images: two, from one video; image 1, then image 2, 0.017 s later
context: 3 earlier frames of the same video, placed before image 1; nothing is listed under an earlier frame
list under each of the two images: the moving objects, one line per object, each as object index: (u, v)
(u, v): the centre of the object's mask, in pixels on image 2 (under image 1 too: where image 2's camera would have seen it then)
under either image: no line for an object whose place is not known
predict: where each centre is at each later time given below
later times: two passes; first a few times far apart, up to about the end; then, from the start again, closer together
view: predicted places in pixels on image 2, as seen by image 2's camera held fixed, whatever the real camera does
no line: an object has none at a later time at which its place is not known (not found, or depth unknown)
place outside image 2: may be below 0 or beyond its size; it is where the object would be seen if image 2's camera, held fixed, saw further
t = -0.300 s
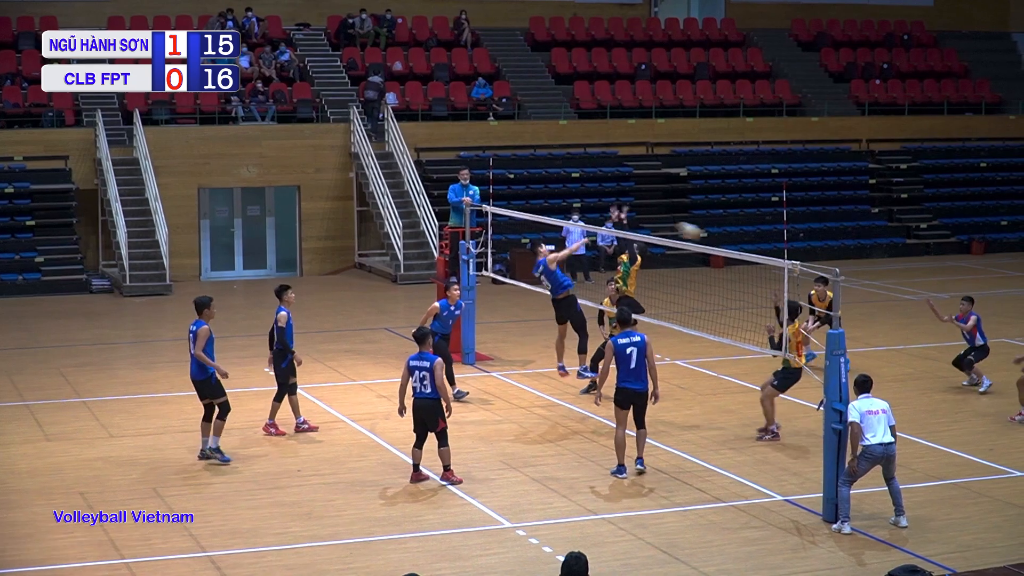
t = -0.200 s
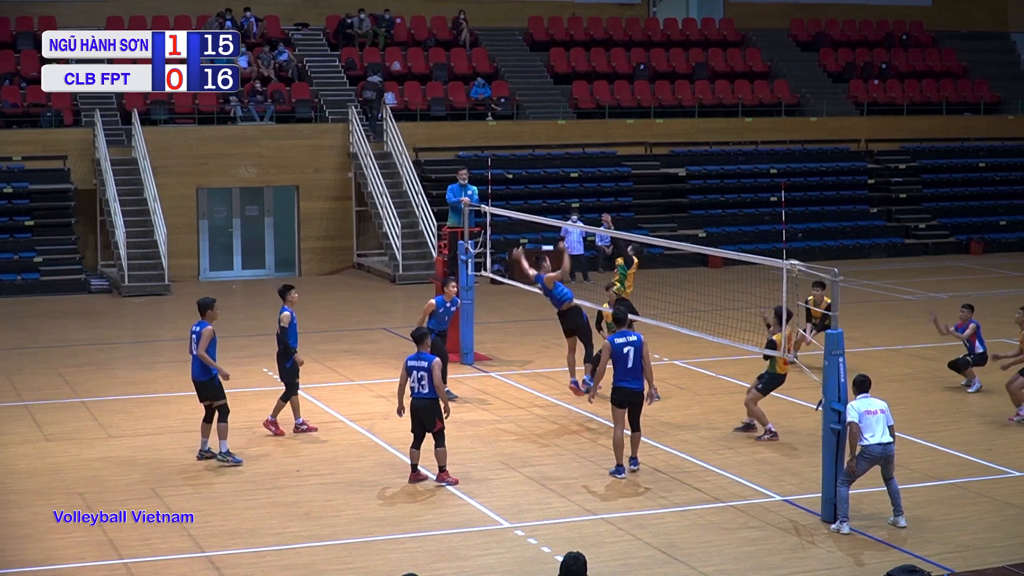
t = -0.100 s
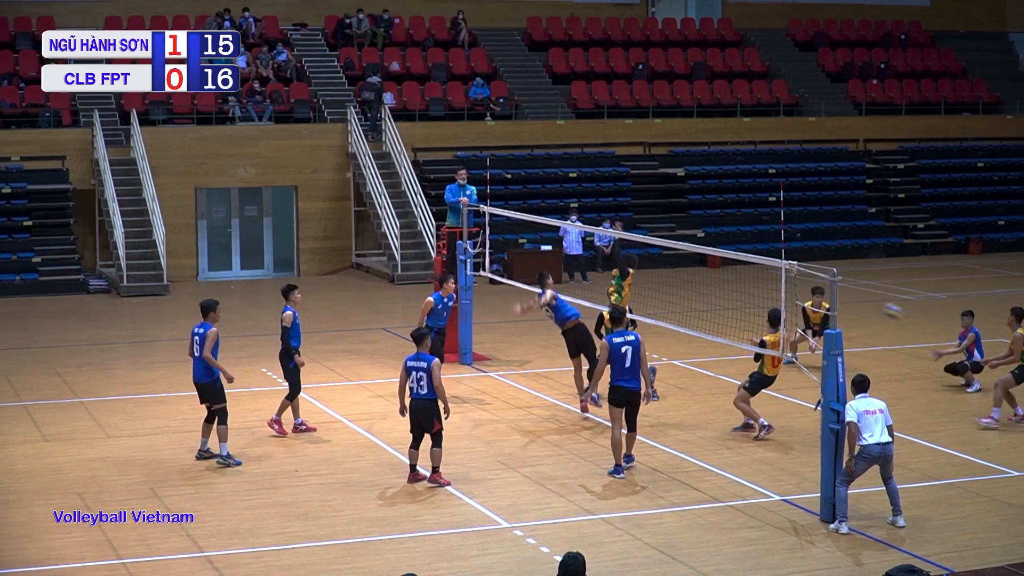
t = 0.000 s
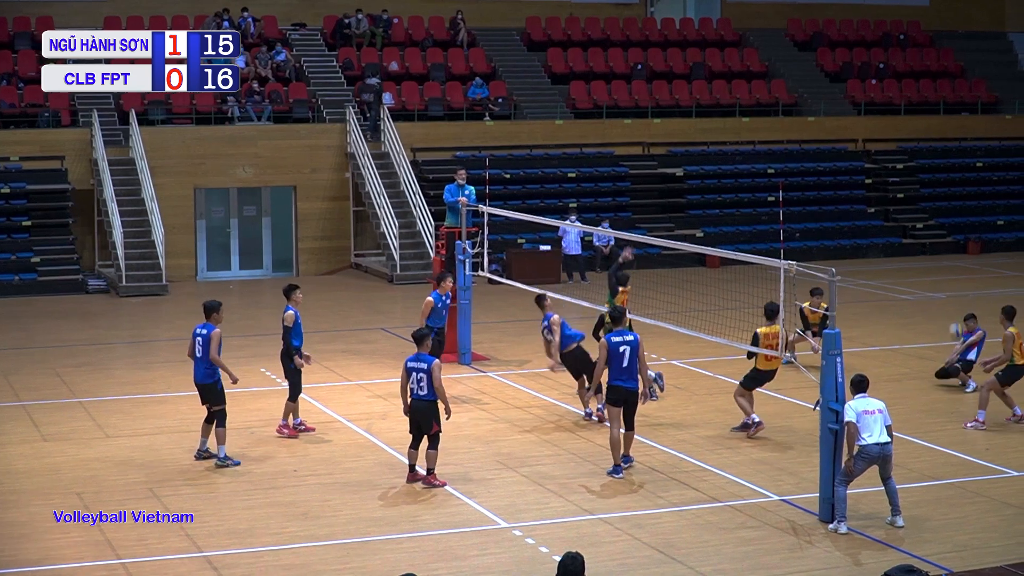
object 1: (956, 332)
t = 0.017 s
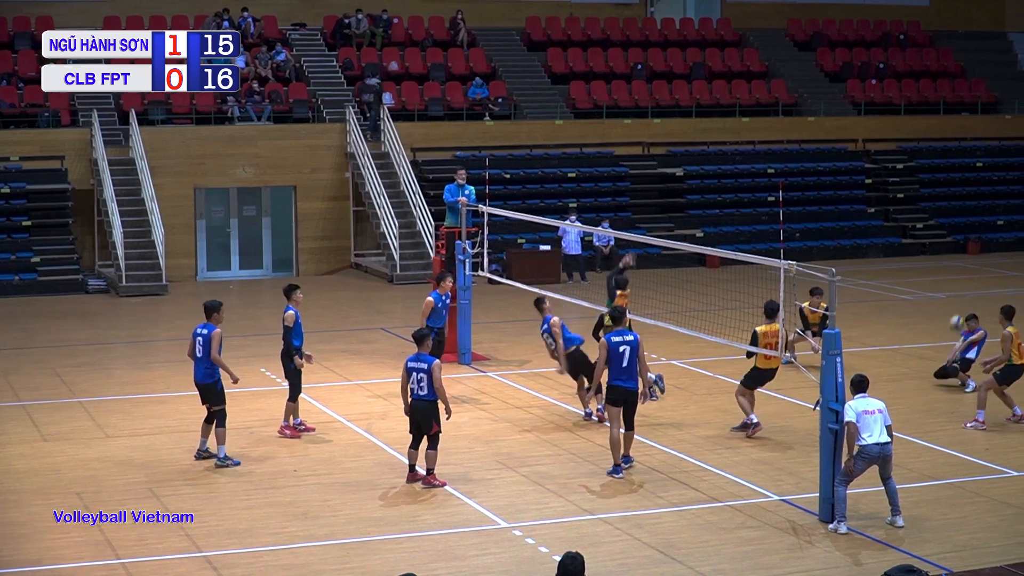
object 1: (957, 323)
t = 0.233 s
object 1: (962, 235)
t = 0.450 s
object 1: (969, 178)
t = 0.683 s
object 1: (976, 155)
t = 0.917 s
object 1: (982, 170)
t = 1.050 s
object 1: (985, 196)
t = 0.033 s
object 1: (957, 315)
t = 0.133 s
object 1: (959, 271)
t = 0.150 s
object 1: (959, 263)
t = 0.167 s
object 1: (961, 258)
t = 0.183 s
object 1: (961, 252)
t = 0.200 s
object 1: (961, 246)
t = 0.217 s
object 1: (961, 241)
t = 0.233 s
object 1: (962, 235)
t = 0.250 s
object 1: (963, 229)
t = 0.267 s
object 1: (963, 224)
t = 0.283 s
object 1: (963, 219)
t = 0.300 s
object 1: (964, 213)
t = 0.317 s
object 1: (965, 209)
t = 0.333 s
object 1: (965, 205)
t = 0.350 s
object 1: (965, 201)
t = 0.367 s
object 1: (966, 196)
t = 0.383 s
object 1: (967, 192)
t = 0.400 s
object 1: (967, 189)
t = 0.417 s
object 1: (967, 185)
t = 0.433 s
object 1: (968, 182)
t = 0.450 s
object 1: (969, 178)
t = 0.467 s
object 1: (970, 176)
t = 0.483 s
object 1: (970, 173)
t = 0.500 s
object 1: (970, 171)
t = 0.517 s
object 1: (971, 168)
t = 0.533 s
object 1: (972, 166)
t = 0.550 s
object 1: (972, 164)
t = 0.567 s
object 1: (972, 162)
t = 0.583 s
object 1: (973, 160)
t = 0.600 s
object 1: (974, 159)
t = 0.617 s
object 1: (974, 159)
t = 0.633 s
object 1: (974, 157)
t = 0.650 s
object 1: (975, 157)
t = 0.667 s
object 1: (975, 156)
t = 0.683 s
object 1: (976, 155)
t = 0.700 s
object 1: (975, 155)
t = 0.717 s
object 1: (976, 155)
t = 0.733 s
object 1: (977, 155)
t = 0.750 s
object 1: (977, 156)
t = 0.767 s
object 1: (978, 157)
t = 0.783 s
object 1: (978, 157)
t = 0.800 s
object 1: (979, 158)
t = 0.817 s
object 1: (979, 159)
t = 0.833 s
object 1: (979, 161)
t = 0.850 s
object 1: (980, 162)
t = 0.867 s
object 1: (980, 164)
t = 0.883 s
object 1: (981, 166)
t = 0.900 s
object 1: (981, 168)
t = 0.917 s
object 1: (982, 170)
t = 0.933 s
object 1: (982, 172)
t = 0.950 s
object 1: (982, 175)
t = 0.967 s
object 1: (983, 178)
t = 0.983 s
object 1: (983, 181)
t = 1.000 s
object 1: (984, 184)
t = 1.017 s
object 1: (984, 188)
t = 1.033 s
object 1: (985, 192)
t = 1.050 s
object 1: (985, 196)
